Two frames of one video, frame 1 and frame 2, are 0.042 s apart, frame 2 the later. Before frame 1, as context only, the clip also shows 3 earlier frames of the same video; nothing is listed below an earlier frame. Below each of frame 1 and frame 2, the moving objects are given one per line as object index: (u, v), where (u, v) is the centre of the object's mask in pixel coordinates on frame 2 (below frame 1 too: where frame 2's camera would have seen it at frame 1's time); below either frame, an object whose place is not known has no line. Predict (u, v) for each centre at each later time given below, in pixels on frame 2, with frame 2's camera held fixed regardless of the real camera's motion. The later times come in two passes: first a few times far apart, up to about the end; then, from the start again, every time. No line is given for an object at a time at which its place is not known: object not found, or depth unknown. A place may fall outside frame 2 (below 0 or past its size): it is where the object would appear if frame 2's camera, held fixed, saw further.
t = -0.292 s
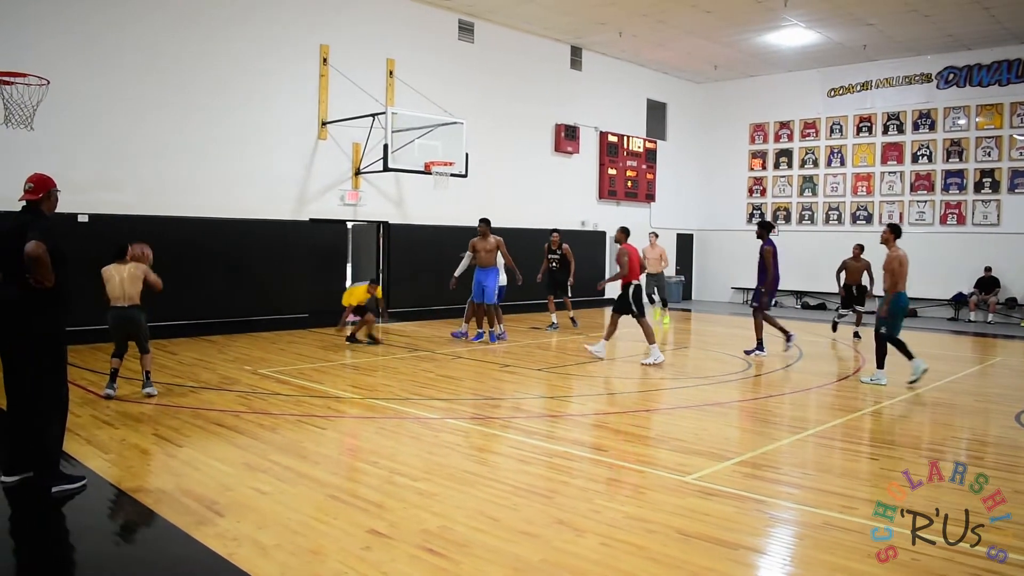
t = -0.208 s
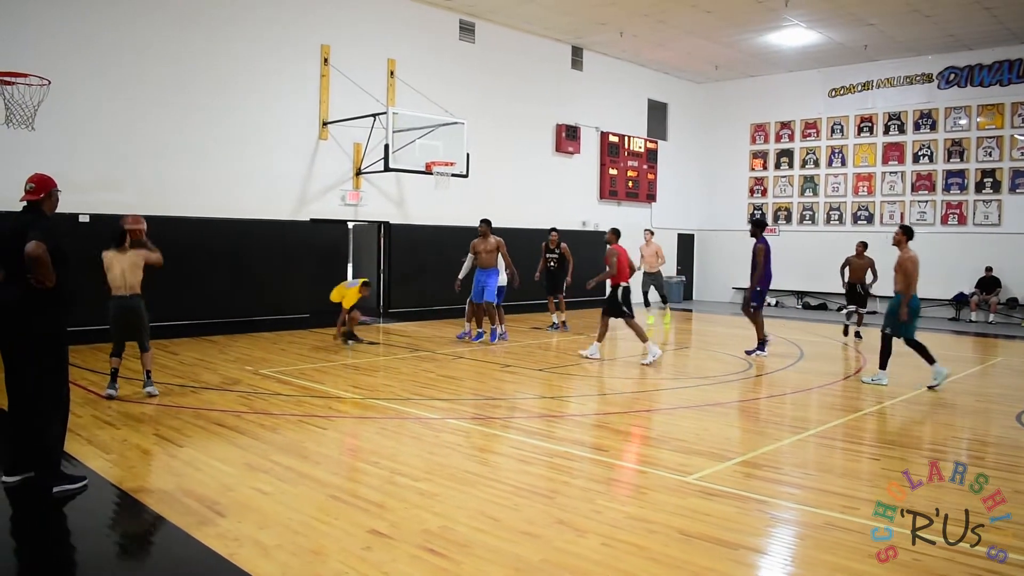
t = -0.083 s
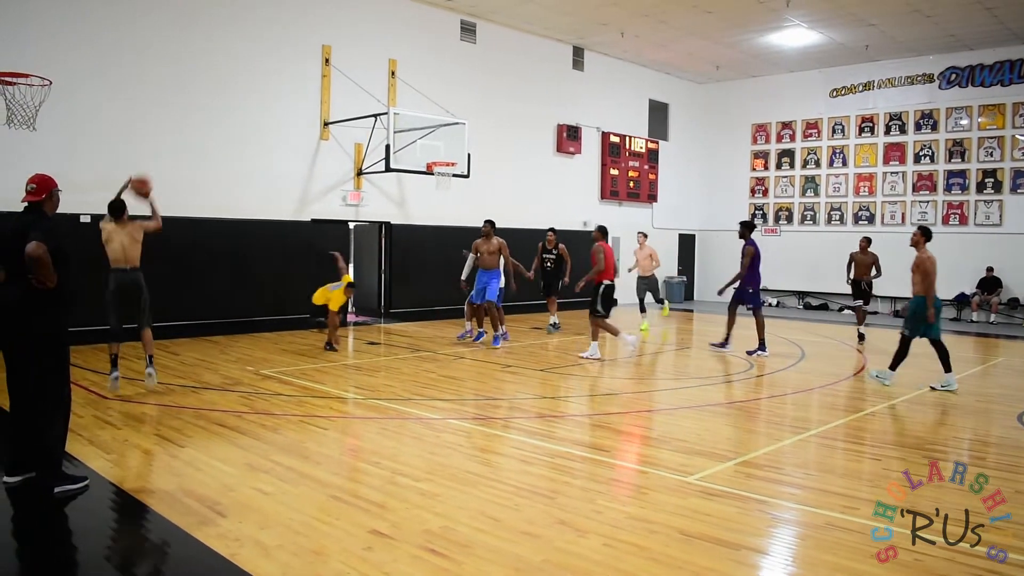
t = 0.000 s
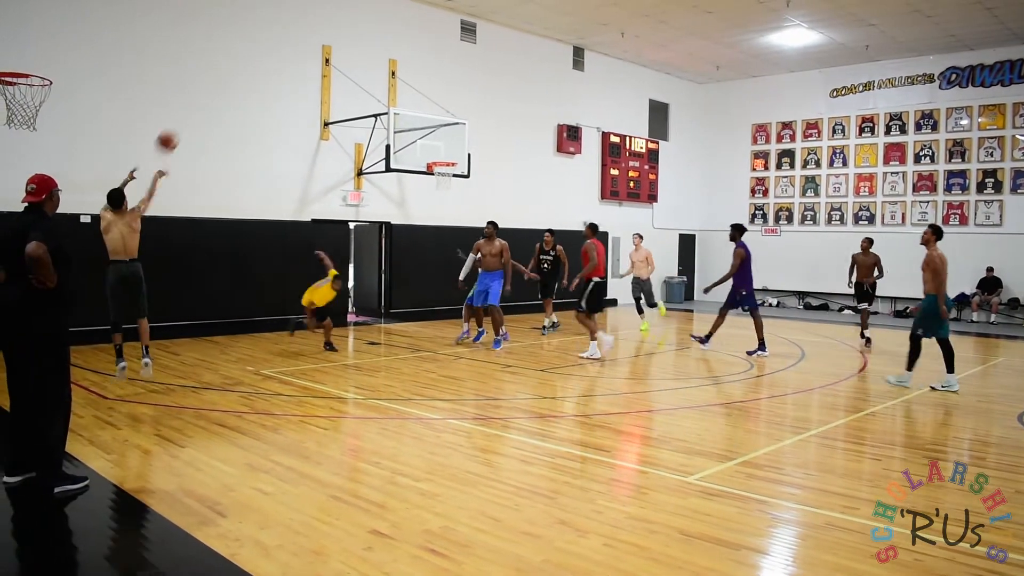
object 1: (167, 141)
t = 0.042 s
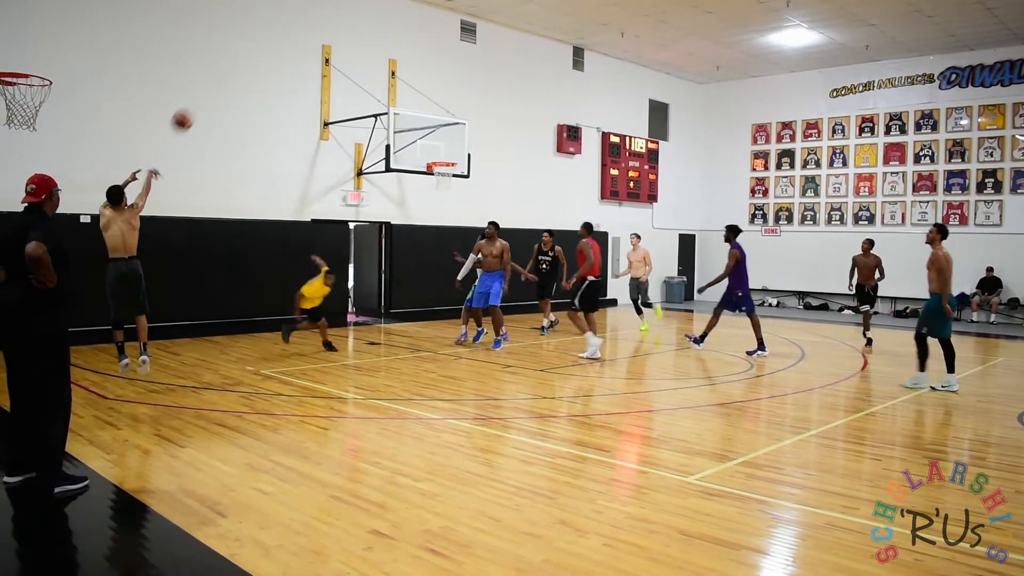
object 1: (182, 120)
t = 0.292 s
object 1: (262, 39)
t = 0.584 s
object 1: (332, 19)
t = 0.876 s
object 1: (386, 55)
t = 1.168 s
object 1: (430, 130)
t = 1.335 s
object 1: (450, 182)
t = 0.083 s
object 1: (197, 102)
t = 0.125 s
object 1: (211, 85)
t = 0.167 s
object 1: (225, 71)
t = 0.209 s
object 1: (237, 59)
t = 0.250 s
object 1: (250, 48)
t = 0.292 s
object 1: (262, 39)
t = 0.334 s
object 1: (273, 32)
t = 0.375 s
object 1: (284, 27)
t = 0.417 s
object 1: (294, 23)
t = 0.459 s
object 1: (304, 20)
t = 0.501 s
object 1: (314, 19)
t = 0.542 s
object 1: (323, 18)
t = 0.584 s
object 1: (332, 19)
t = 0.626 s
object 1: (341, 21)
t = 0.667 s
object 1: (349, 25)
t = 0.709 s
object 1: (357, 29)
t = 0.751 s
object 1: (365, 34)
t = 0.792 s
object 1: (372, 40)
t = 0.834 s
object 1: (380, 47)
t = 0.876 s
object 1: (386, 55)
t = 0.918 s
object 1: (393, 63)
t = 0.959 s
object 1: (400, 73)
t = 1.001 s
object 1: (406, 83)
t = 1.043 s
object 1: (413, 94)
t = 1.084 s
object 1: (418, 106)
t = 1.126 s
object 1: (424, 117)
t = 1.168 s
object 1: (430, 130)
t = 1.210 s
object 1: (435, 143)
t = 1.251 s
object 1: (440, 157)
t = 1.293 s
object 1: (447, 173)
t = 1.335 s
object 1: (450, 182)
